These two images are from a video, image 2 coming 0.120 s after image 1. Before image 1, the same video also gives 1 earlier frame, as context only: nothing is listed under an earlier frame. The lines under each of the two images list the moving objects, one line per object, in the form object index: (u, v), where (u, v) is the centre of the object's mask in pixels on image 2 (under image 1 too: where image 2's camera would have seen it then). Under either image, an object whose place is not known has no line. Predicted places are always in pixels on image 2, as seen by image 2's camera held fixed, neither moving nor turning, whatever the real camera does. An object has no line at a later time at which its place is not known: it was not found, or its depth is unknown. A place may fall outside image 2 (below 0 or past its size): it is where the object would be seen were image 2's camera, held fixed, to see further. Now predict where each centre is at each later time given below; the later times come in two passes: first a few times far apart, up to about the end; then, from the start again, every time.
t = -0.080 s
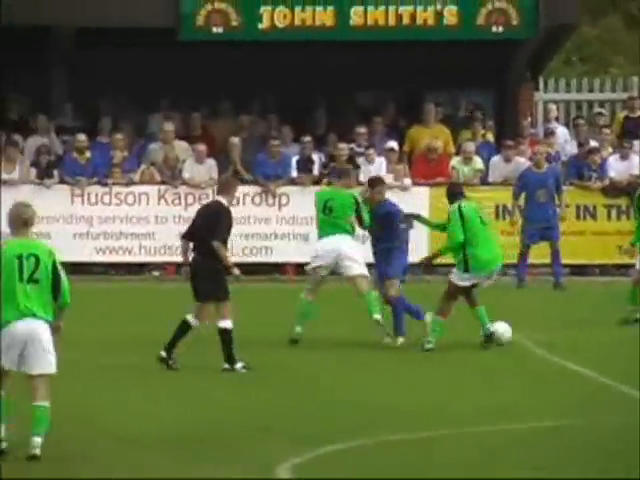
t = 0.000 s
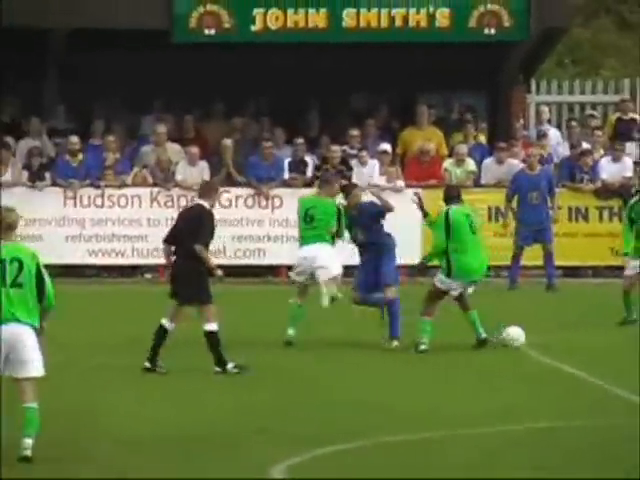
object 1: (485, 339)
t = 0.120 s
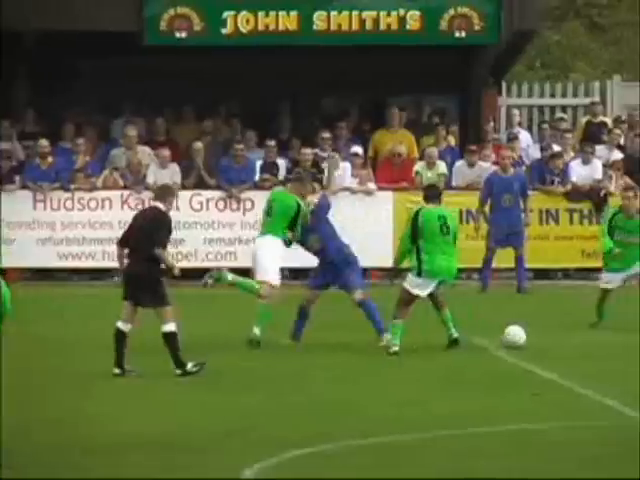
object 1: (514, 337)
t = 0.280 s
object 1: (553, 336)
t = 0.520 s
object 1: (605, 334)
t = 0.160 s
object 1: (523, 338)
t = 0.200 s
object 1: (534, 337)
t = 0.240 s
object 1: (543, 336)
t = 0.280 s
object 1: (553, 336)
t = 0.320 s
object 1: (562, 337)
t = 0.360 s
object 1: (571, 336)
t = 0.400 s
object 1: (579, 335)
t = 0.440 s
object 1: (588, 335)
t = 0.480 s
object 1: (597, 335)
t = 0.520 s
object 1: (605, 334)
